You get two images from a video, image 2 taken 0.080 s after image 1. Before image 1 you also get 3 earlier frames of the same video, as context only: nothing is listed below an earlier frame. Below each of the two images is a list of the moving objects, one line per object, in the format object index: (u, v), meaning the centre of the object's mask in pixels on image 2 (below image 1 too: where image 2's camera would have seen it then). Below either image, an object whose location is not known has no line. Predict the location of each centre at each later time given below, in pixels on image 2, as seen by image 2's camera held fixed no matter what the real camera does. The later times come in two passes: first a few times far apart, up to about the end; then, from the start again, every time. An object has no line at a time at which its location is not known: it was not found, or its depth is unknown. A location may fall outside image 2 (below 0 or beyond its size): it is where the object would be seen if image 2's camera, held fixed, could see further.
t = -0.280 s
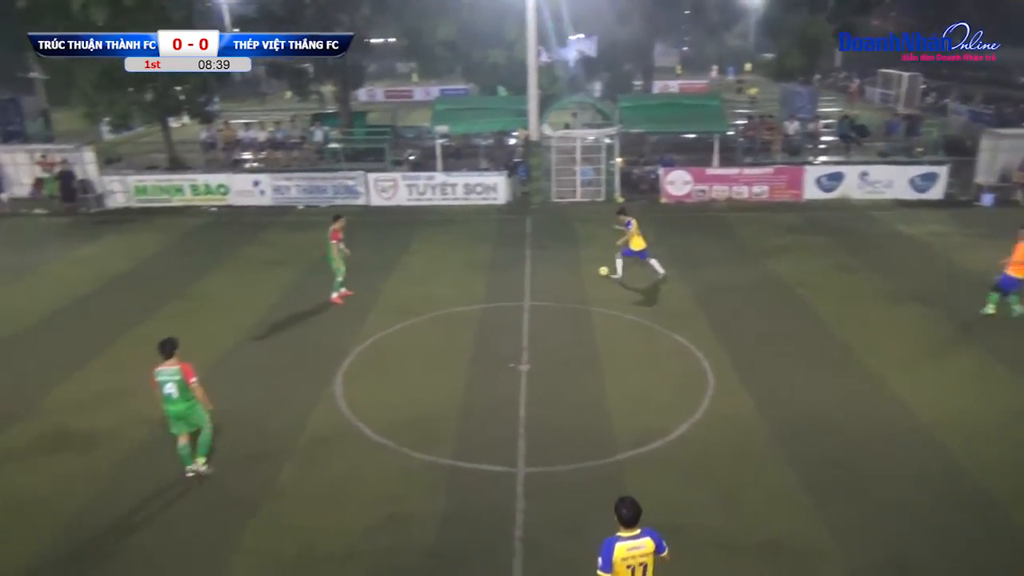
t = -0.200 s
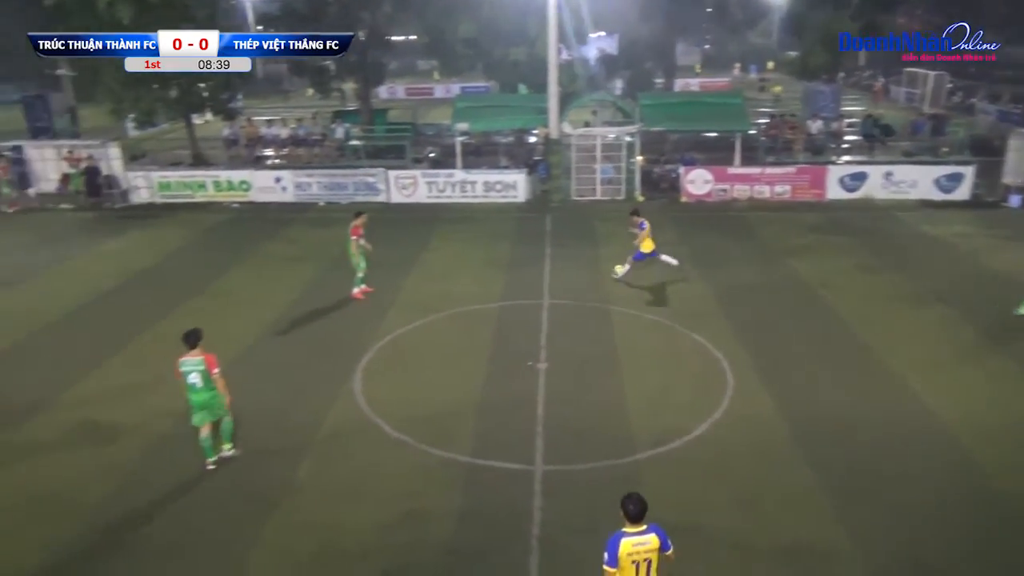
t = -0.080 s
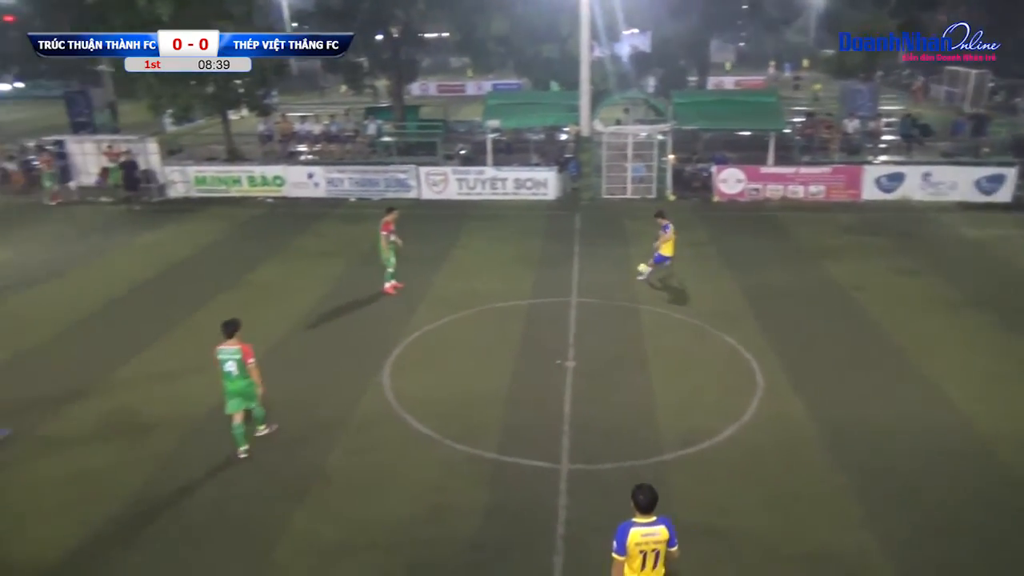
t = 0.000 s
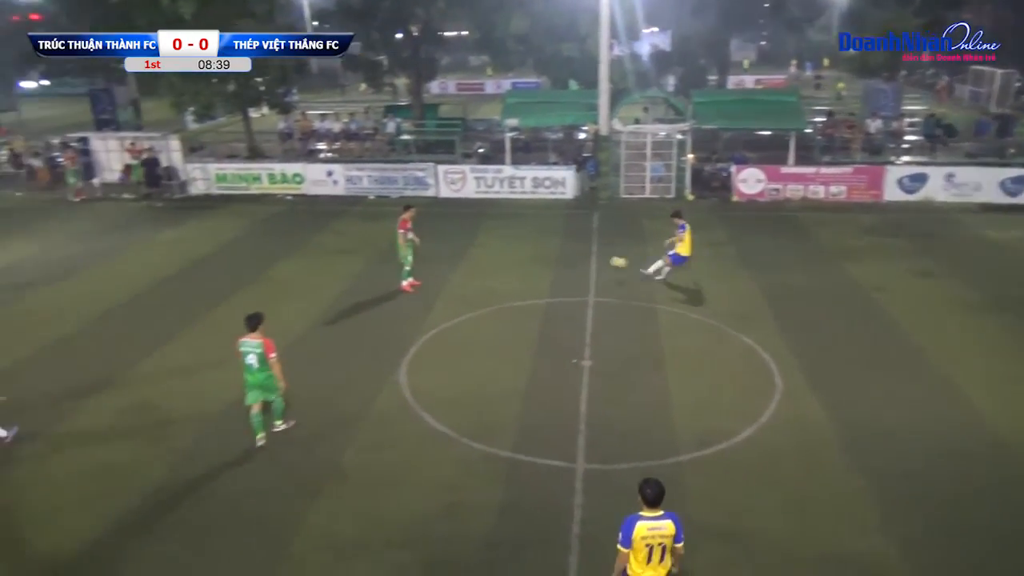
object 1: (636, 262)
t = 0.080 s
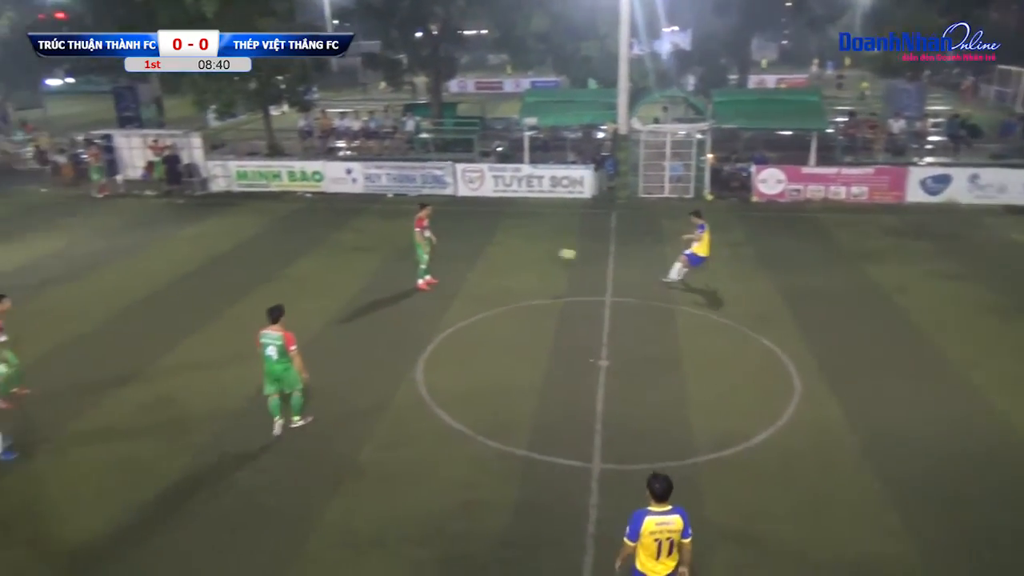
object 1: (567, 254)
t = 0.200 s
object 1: (455, 247)
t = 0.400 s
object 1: (247, 247)
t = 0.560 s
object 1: (59, 262)
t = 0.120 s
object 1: (531, 251)
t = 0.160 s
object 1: (494, 249)
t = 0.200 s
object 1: (455, 247)
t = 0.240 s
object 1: (416, 246)
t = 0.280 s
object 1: (376, 245)
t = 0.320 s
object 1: (334, 245)
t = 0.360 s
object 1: (291, 246)
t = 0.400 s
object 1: (247, 247)
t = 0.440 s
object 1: (202, 250)
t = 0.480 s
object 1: (156, 253)
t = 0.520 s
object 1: (108, 258)
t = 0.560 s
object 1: (59, 262)
